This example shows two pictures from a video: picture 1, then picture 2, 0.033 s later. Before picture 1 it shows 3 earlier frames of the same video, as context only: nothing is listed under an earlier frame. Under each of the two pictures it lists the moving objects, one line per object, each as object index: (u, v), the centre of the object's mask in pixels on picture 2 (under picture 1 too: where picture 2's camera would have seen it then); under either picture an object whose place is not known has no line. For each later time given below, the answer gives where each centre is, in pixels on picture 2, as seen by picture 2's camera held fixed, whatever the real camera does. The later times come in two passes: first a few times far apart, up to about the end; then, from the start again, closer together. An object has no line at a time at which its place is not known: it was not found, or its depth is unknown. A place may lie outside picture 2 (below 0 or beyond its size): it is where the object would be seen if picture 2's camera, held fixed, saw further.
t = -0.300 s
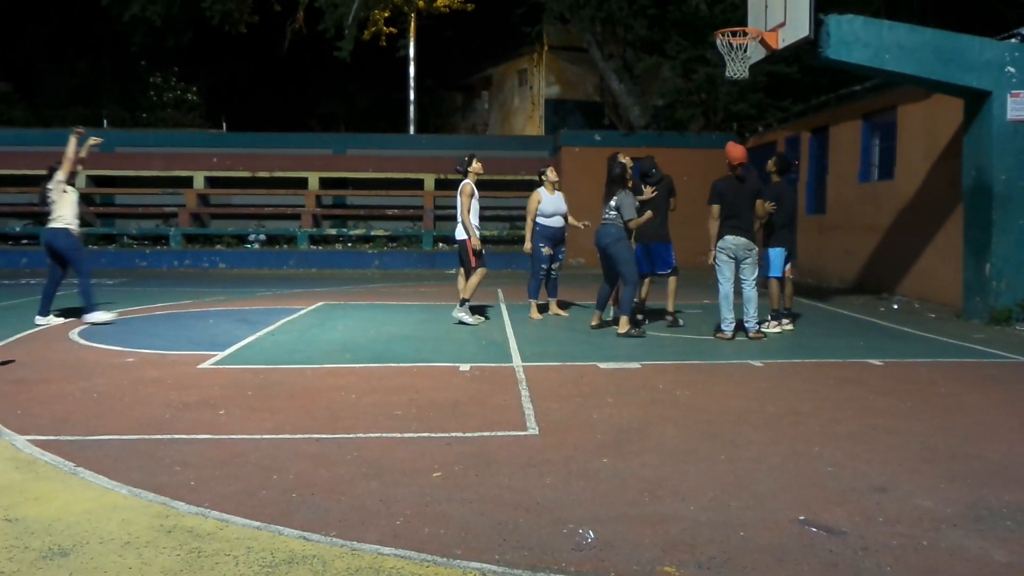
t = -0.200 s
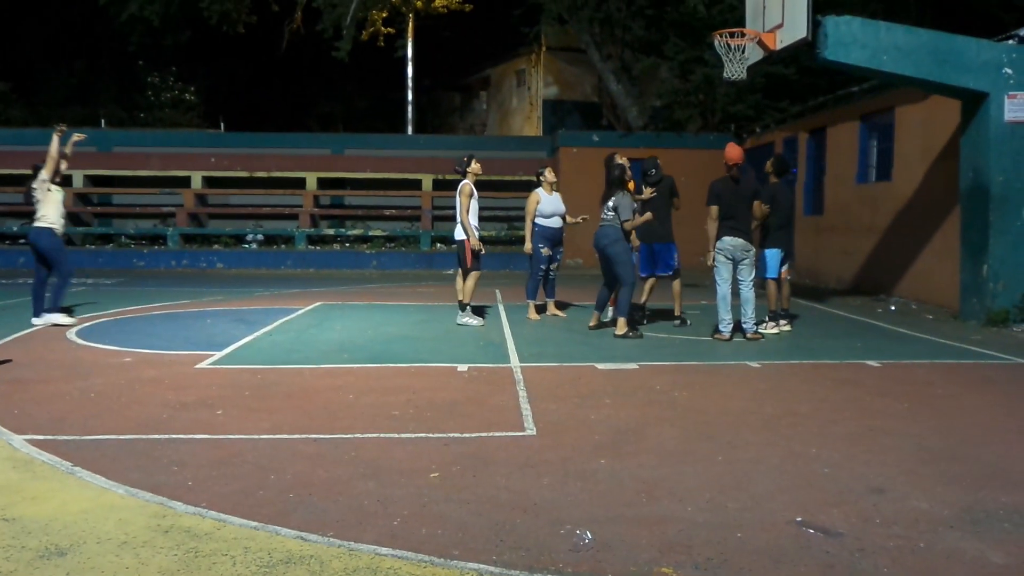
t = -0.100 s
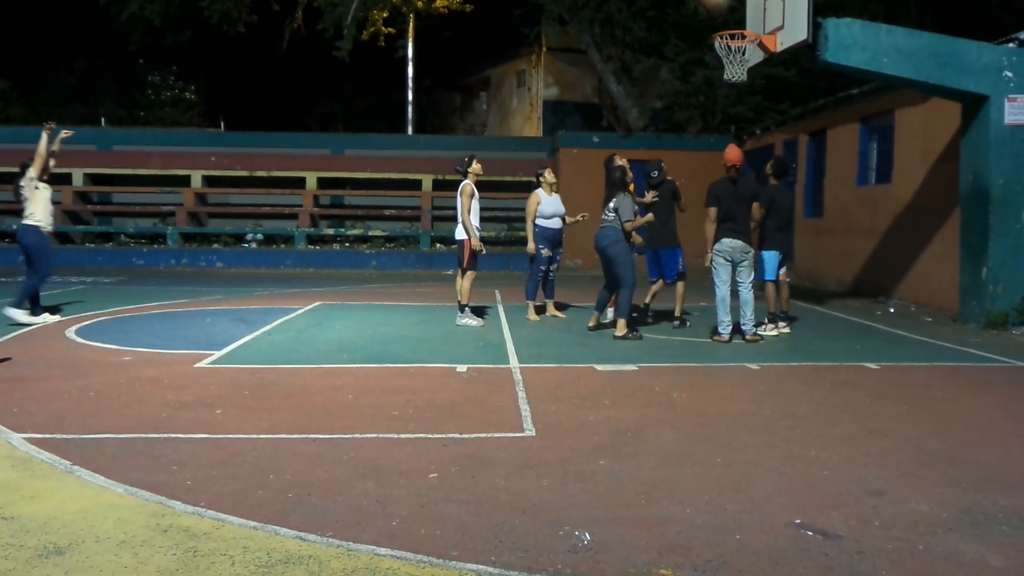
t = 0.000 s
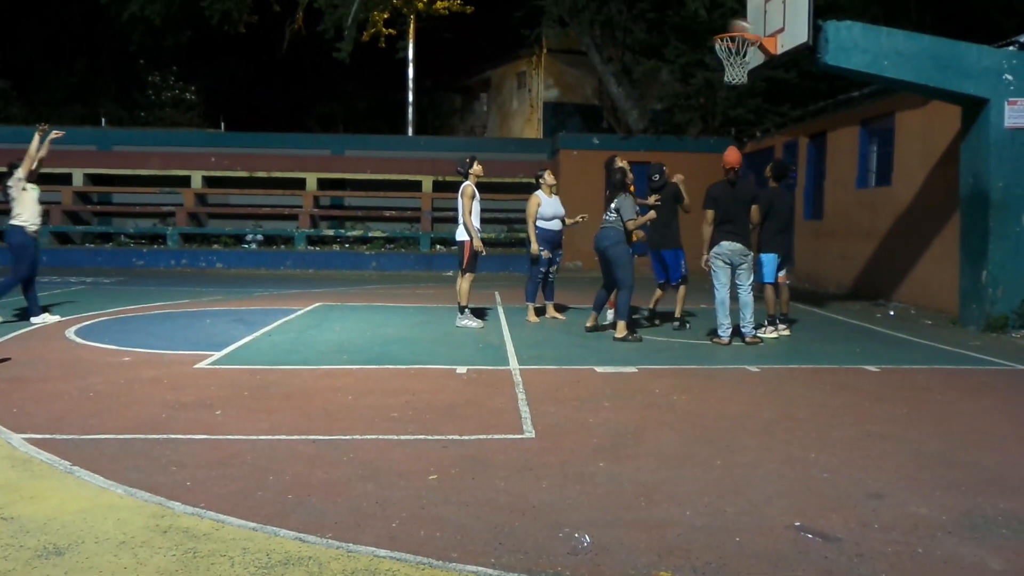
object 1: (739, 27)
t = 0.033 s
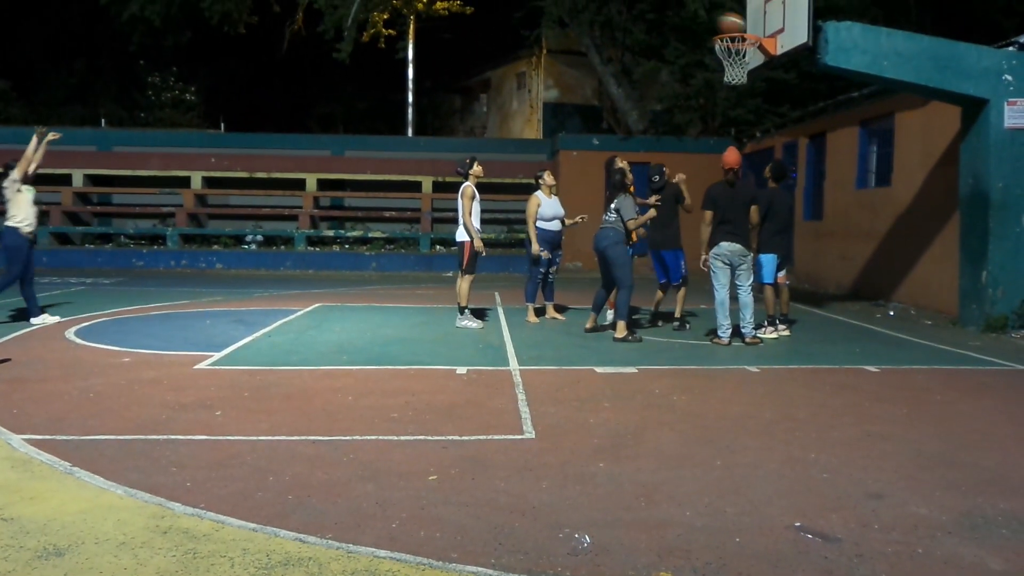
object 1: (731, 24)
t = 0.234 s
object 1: (665, 5)
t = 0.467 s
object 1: (574, 33)
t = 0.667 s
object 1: (479, 121)
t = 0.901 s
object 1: (341, 331)
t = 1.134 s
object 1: (231, 223)
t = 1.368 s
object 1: (104, 106)
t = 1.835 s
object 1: (-246, 156)
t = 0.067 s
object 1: (722, 19)
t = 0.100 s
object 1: (711, 13)
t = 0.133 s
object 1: (700, 10)
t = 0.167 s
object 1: (689, 7)
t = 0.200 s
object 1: (677, 7)
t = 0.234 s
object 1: (665, 5)
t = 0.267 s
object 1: (654, 7)
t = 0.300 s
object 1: (642, 7)
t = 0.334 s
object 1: (629, 9)
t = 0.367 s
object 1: (616, 12)
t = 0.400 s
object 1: (603, 17)
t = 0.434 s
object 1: (589, 25)
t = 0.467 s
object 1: (574, 33)
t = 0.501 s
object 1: (560, 42)
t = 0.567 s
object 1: (529, 69)
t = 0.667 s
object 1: (479, 121)
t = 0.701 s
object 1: (461, 143)
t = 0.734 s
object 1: (442, 167)
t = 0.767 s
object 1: (424, 194)
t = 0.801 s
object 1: (404, 224)
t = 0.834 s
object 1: (383, 258)
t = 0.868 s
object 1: (362, 292)
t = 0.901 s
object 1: (341, 331)
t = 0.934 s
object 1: (319, 363)
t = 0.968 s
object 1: (304, 341)
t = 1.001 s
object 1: (290, 314)
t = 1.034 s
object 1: (276, 288)
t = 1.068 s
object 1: (262, 265)
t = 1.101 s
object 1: (246, 242)
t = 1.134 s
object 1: (231, 223)
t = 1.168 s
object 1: (215, 200)
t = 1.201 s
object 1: (197, 182)
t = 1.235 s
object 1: (179, 165)
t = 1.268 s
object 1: (160, 148)
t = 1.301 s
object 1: (141, 133)
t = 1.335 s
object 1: (123, 119)
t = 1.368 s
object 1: (104, 106)
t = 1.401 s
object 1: (84, 98)
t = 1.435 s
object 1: (59, 88)
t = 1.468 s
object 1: (37, 82)
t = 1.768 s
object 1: (-183, 120)
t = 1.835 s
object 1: (-246, 156)
